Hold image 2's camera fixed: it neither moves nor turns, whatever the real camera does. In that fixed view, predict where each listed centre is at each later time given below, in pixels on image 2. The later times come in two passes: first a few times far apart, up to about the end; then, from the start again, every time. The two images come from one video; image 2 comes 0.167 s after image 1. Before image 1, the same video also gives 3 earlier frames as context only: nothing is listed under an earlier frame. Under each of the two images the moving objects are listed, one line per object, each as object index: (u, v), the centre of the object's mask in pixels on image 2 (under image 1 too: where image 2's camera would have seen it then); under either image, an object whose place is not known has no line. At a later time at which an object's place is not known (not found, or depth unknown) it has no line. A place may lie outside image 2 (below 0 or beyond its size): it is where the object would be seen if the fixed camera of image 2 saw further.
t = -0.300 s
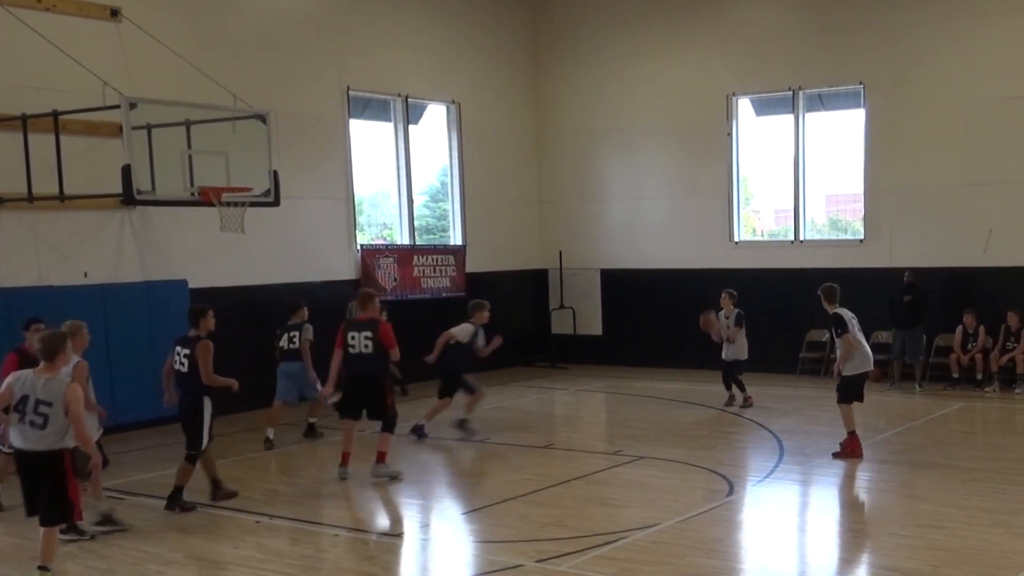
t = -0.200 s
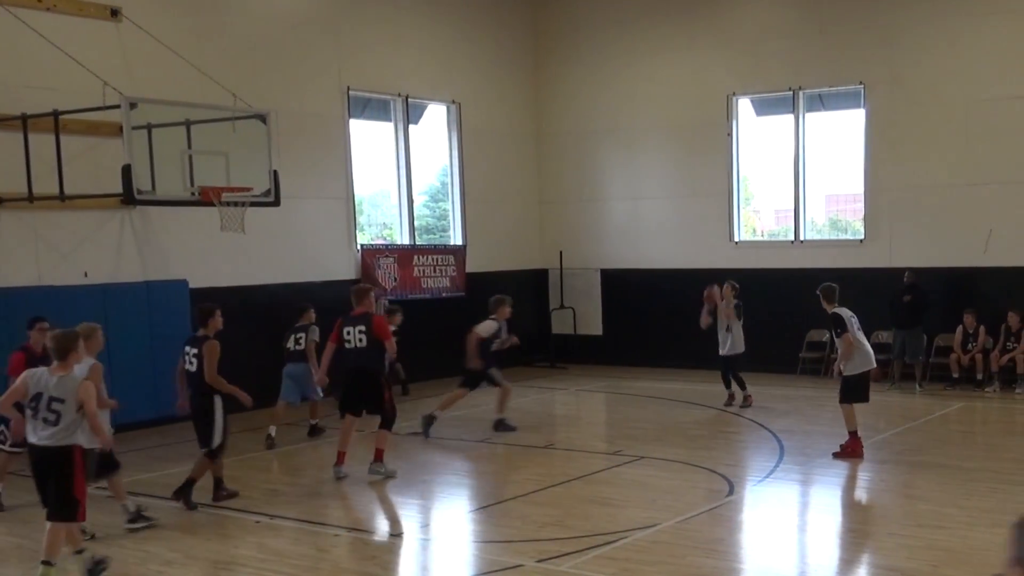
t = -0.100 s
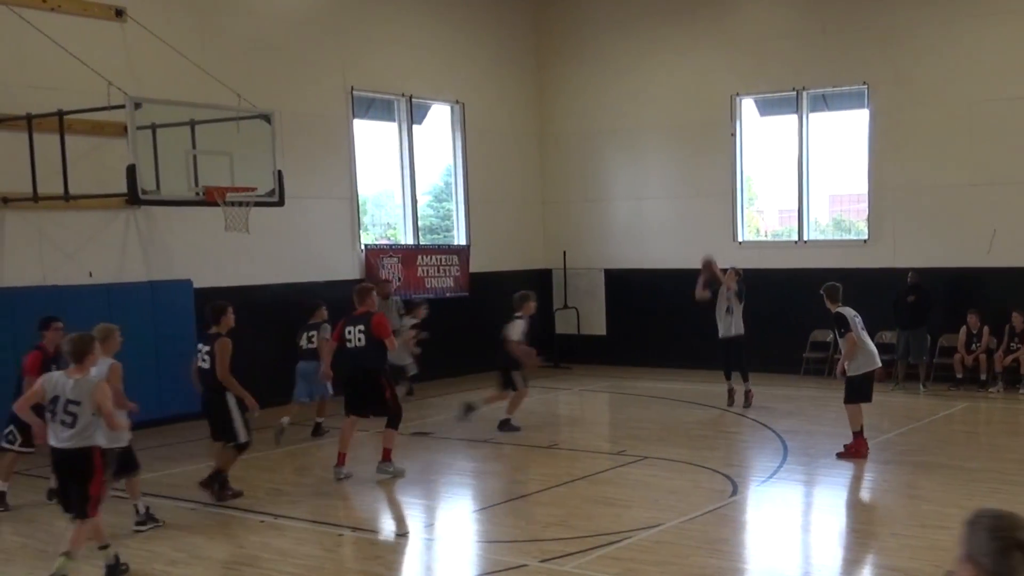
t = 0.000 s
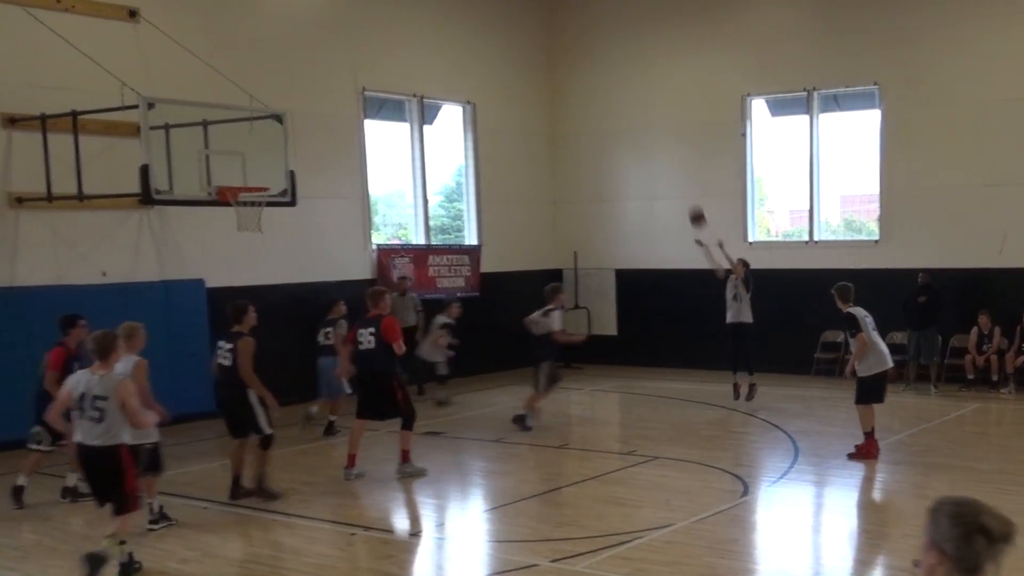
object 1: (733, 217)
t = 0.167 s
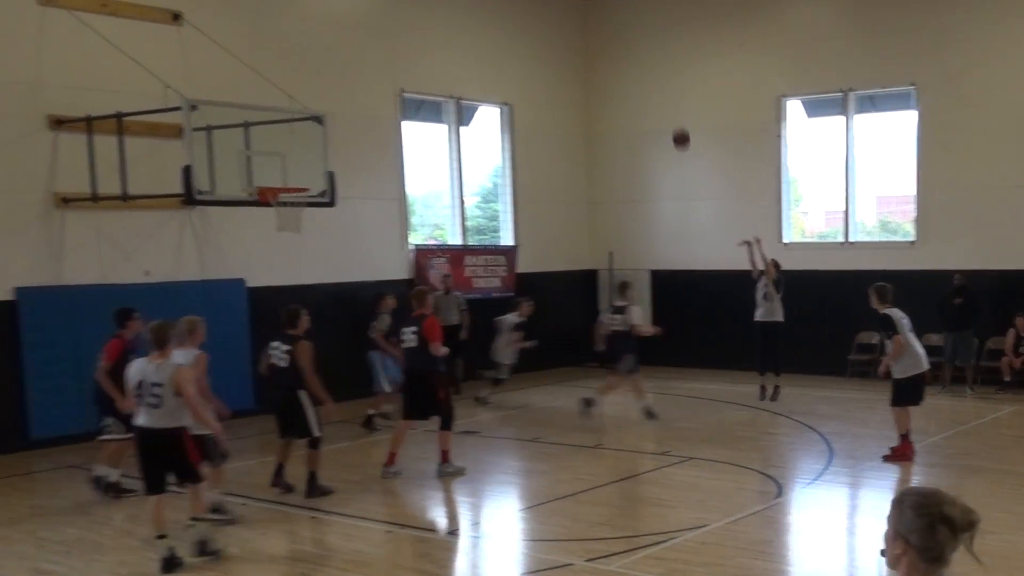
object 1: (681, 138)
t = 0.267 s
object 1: (649, 99)
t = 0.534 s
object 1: (561, 29)
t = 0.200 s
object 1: (670, 124)
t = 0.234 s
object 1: (660, 111)
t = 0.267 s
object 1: (649, 99)
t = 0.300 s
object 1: (638, 87)
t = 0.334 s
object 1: (627, 76)
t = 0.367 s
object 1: (616, 67)
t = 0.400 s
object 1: (605, 58)
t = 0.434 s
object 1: (593, 49)
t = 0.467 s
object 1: (583, 42)
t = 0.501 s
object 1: (572, 35)
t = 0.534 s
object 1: (561, 29)
